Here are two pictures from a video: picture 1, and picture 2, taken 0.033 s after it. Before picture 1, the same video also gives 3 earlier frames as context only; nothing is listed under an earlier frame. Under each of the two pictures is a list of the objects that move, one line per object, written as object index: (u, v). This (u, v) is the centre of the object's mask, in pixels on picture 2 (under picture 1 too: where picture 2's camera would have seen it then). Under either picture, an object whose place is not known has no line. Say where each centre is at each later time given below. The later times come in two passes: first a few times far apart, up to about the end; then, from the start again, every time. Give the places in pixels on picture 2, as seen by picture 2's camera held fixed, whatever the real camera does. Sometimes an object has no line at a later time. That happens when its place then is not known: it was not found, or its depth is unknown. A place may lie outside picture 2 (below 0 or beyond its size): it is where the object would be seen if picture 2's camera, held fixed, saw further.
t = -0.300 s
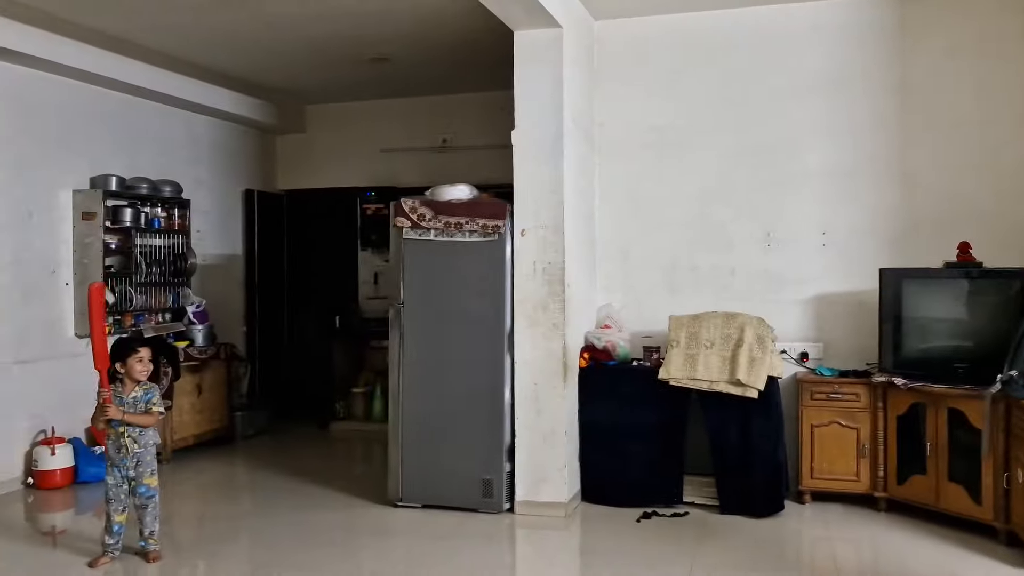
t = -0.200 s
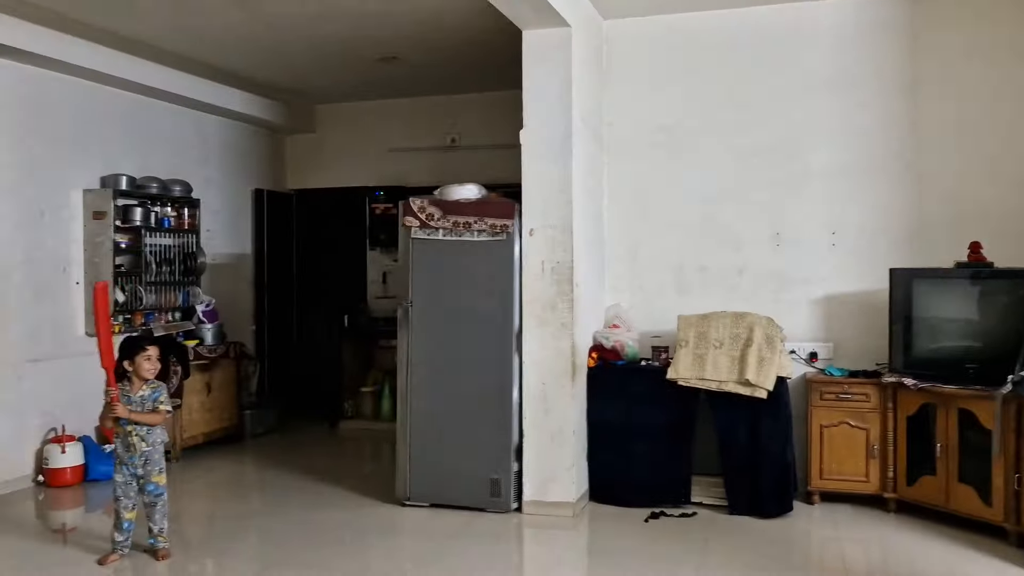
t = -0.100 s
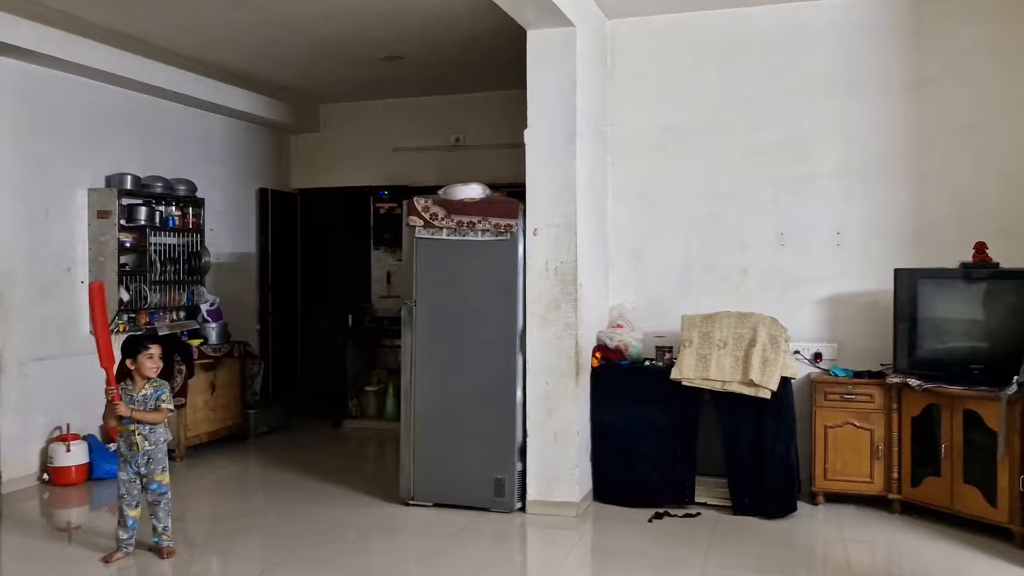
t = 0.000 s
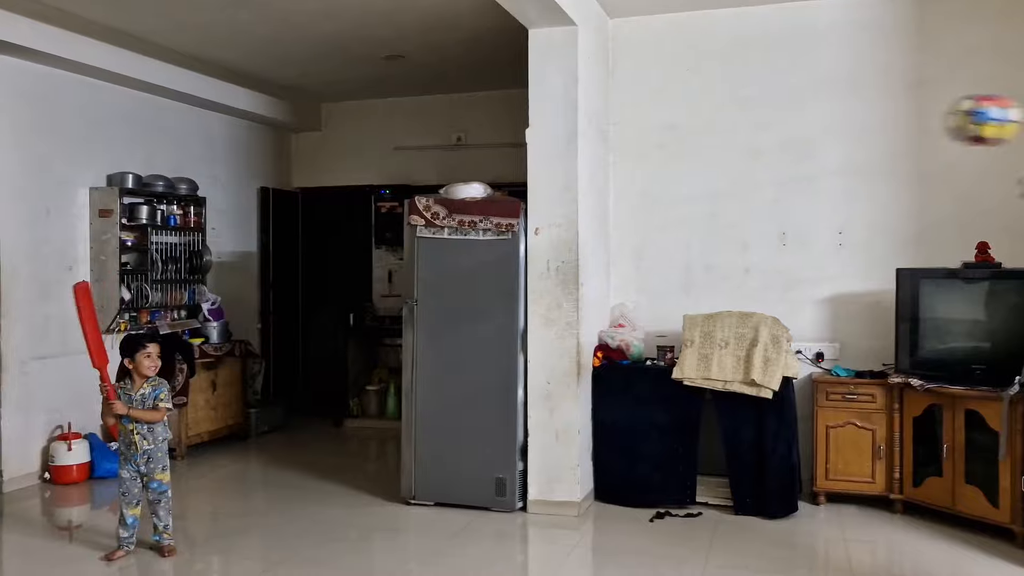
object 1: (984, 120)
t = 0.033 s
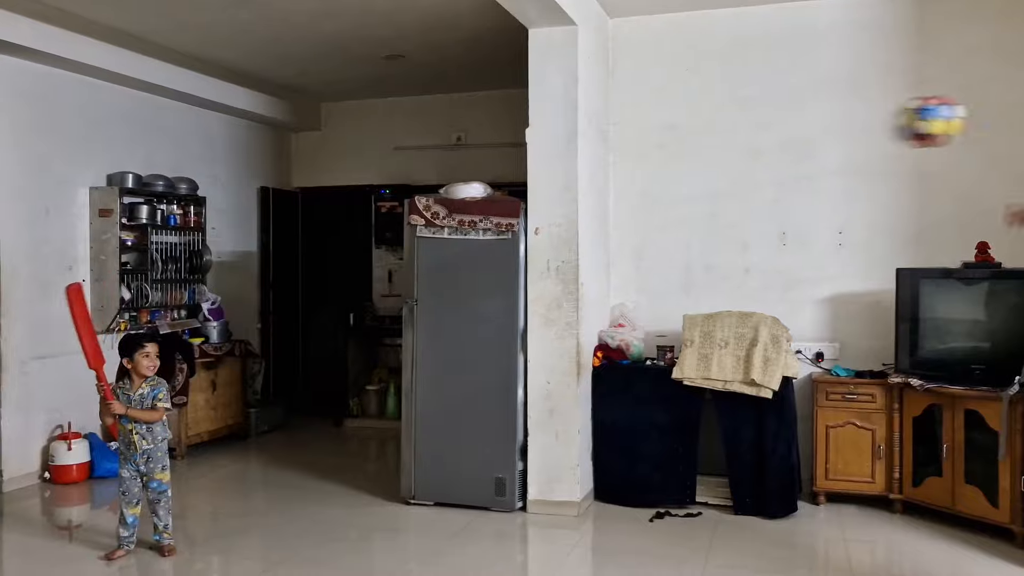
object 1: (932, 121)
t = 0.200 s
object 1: (682, 176)
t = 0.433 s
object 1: (418, 338)
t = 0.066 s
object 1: (874, 127)
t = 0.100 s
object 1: (823, 136)
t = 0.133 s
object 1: (776, 148)
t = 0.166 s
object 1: (725, 162)
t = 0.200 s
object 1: (682, 176)
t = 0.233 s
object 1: (640, 193)
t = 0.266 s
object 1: (597, 212)
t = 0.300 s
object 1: (558, 232)
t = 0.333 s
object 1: (520, 258)
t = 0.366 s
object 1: (484, 283)
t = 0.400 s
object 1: (453, 308)
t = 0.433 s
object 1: (418, 338)
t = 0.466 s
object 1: (386, 369)
